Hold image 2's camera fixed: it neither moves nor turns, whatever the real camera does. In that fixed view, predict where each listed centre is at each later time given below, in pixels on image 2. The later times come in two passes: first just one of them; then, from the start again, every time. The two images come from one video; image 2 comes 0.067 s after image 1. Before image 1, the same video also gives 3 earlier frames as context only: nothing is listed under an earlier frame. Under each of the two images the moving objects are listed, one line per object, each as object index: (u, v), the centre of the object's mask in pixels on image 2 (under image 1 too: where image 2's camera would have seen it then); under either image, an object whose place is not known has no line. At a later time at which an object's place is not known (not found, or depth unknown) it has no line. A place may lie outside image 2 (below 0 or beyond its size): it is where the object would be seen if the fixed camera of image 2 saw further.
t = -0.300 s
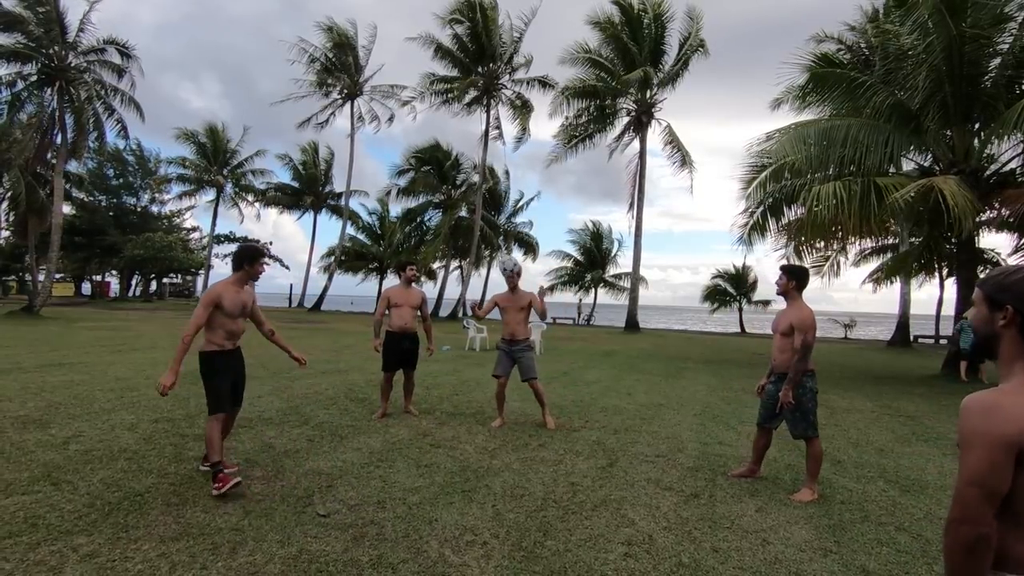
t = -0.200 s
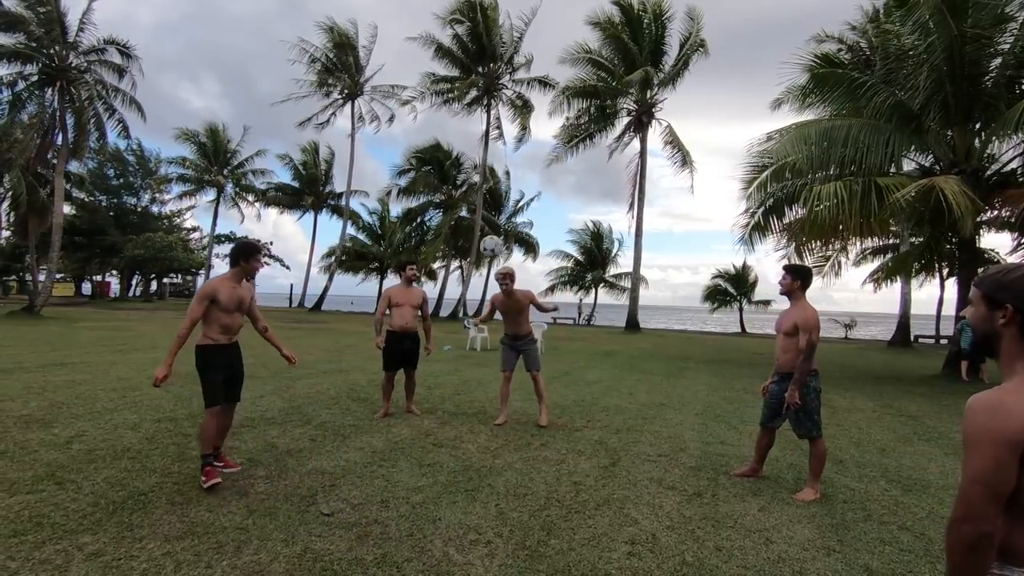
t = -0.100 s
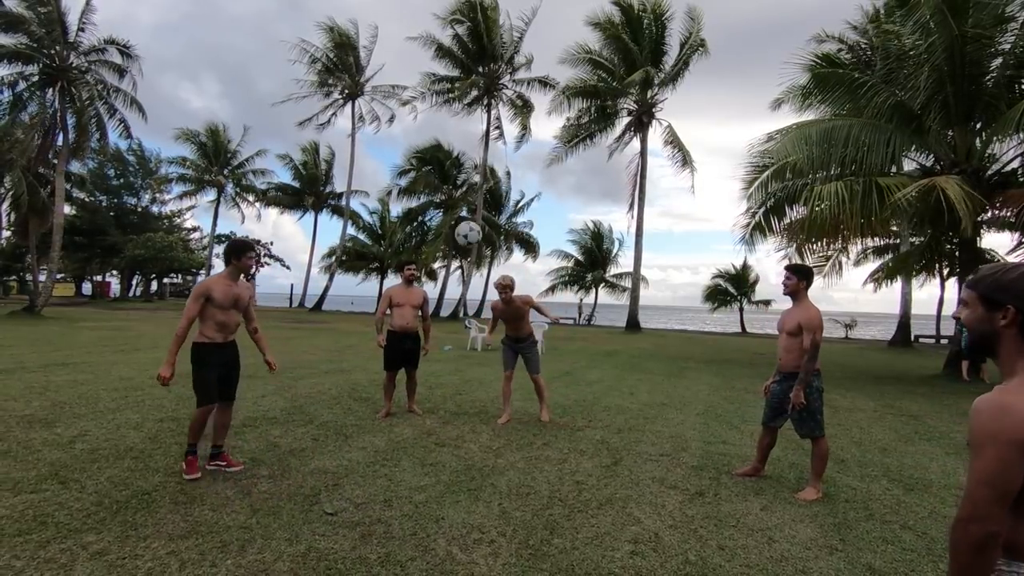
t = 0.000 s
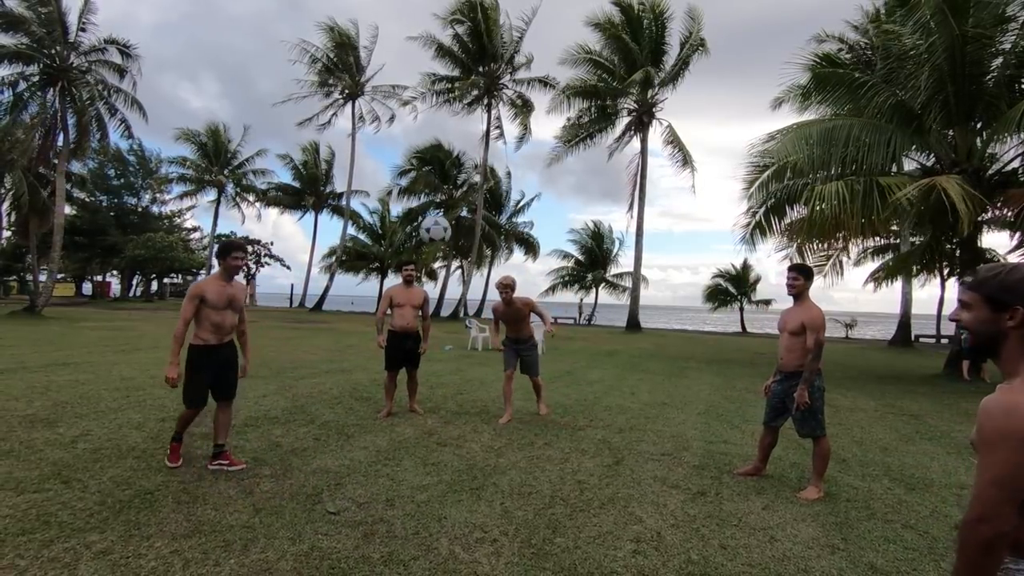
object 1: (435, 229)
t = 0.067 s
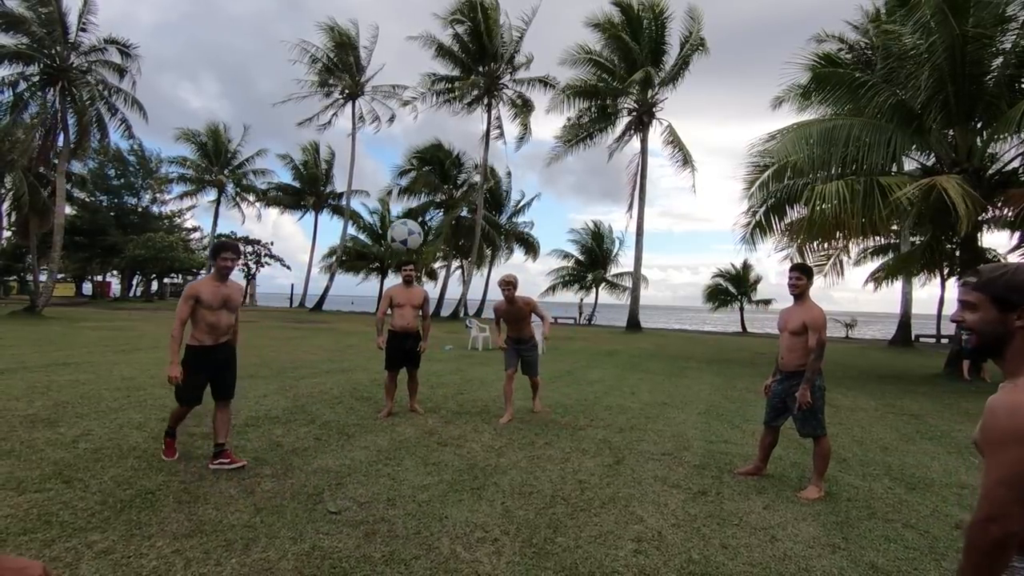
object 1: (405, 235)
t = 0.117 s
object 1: (376, 246)
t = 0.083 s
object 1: (396, 238)
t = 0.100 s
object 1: (387, 242)
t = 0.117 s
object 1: (376, 246)
